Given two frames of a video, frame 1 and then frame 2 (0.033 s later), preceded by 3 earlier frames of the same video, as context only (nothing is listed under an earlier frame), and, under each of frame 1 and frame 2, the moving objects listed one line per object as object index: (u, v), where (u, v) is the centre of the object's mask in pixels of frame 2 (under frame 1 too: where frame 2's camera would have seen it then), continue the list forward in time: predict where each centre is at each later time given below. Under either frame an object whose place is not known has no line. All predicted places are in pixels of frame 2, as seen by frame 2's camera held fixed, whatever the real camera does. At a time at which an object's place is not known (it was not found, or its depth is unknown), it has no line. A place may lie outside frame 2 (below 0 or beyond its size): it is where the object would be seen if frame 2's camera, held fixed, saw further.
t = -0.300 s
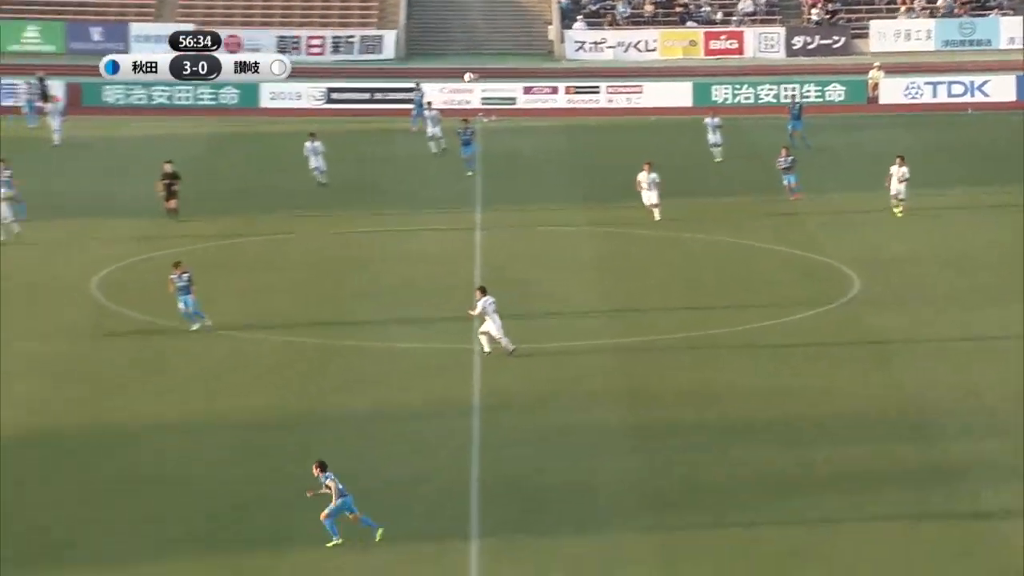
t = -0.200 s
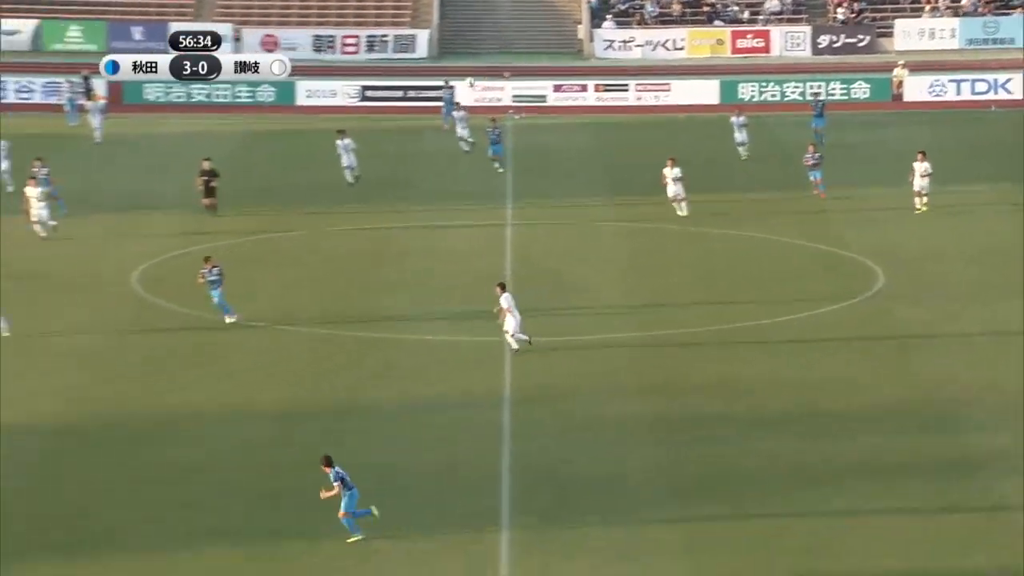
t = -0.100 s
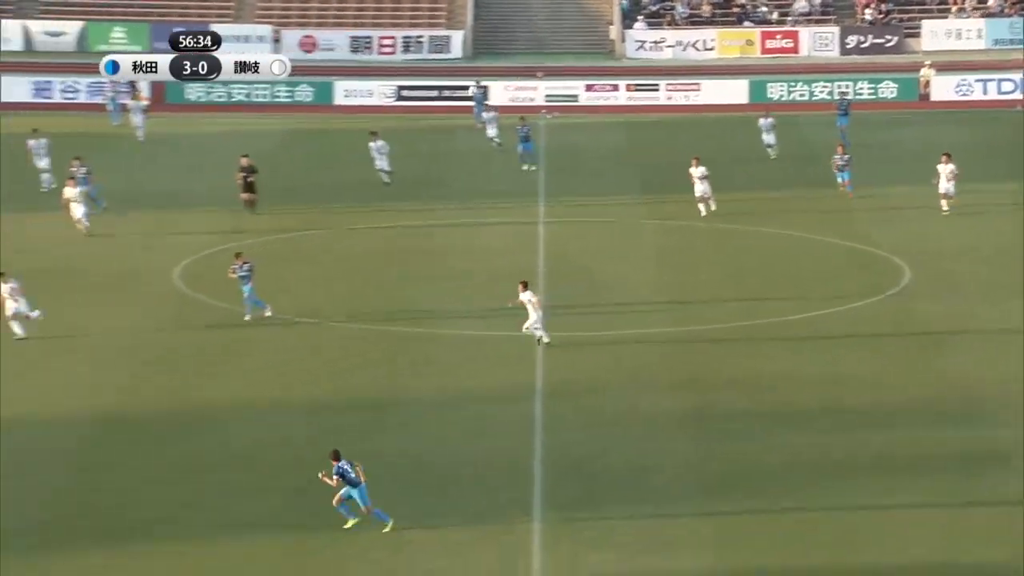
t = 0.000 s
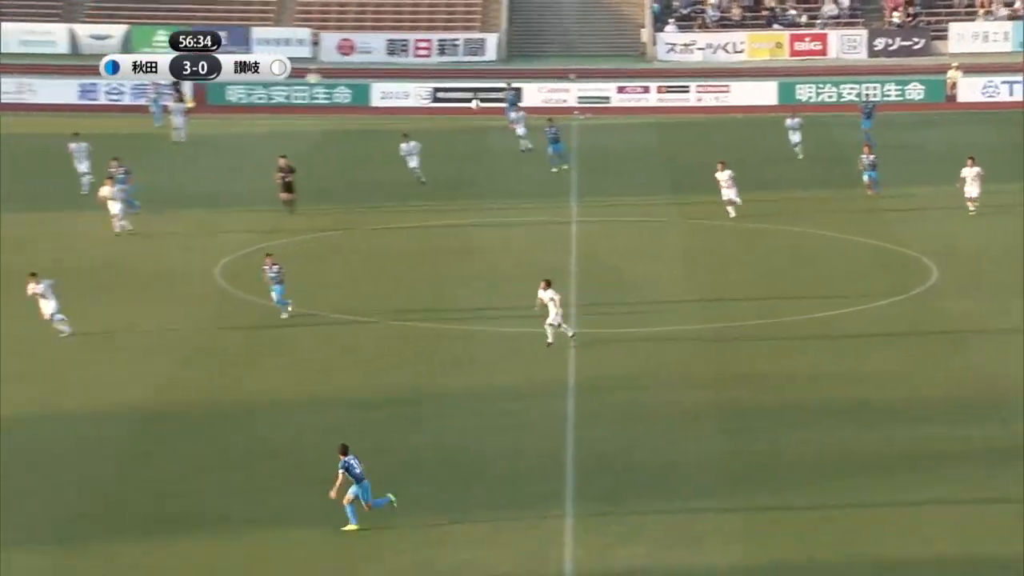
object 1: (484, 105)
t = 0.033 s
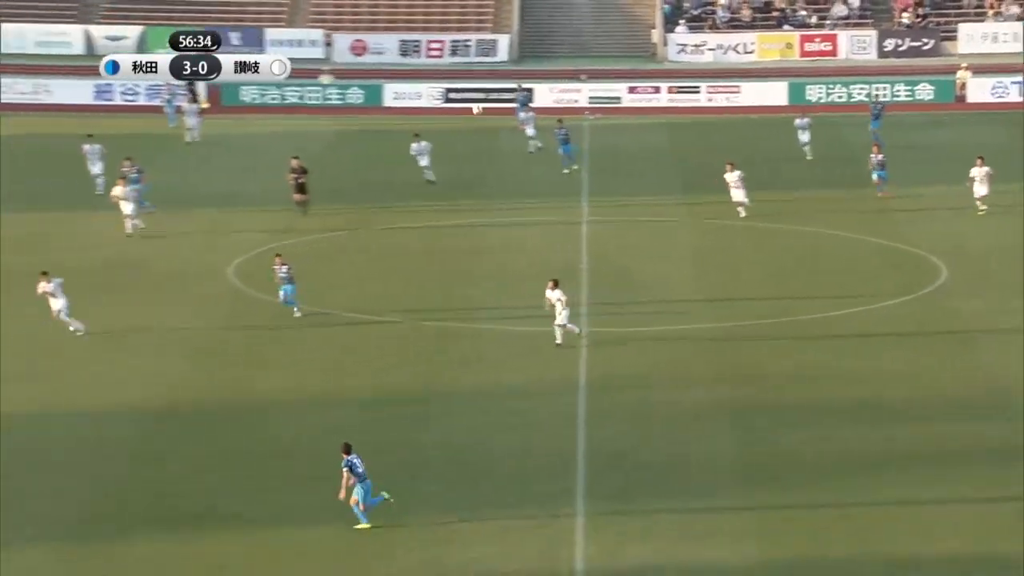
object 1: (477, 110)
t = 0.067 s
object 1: (468, 114)
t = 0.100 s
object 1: (460, 119)
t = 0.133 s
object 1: (451, 124)
